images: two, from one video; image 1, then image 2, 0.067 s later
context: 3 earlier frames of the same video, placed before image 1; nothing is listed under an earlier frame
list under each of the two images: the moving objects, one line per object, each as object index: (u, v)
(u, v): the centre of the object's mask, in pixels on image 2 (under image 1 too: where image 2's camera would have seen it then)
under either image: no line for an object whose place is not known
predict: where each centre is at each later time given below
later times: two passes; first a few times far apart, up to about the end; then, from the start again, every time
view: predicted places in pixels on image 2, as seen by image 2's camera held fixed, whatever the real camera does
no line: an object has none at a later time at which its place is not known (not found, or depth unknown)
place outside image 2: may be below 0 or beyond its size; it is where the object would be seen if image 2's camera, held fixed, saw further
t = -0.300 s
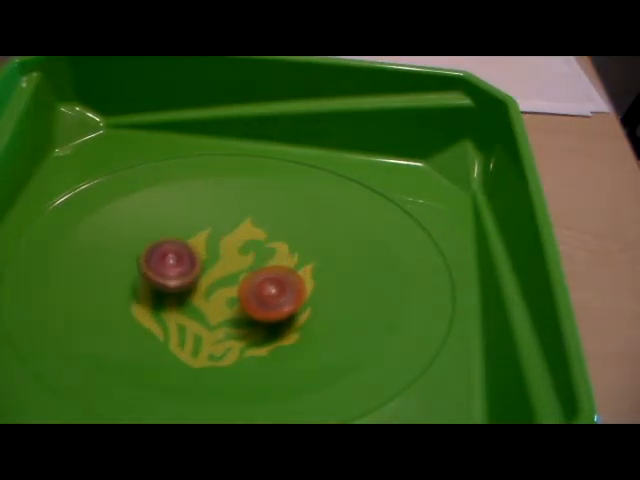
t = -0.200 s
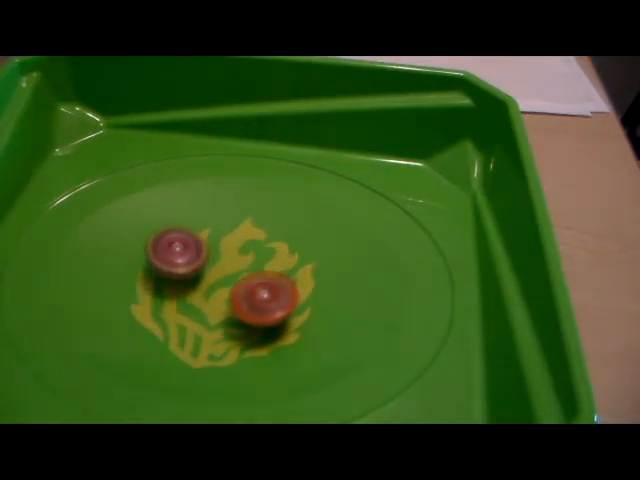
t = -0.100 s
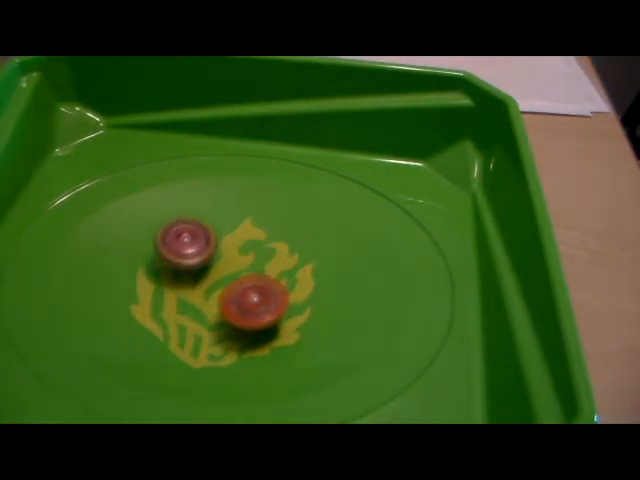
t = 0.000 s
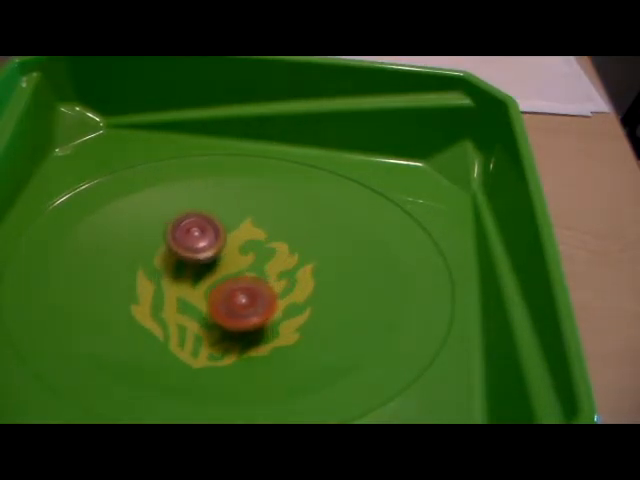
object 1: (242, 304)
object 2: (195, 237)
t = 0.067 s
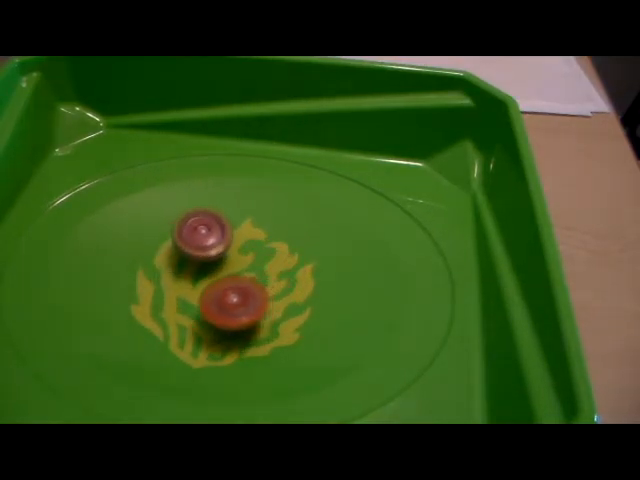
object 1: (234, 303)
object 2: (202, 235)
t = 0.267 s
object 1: (210, 295)
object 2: (226, 231)
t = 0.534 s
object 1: (192, 276)
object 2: (258, 239)
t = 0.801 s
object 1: (190, 253)
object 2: (276, 260)
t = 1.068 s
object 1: (205, 239)
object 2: (271, 288)
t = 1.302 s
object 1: (224, 235)
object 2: (244, 305)
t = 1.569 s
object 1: (246, 245)
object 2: (210, 306)
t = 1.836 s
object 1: (250, 265)
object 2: (177, 289)
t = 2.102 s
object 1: (254, 294)
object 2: (154, 261)
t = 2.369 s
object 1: (267, 312)
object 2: (163, 245)
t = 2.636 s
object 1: (258, 307)
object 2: (213, 239)
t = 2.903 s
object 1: (227, 290)
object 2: (269, 239)
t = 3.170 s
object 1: (199, 267)
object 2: (287, 255)
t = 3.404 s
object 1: (190, 245)
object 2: (277, 287)
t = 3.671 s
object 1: (195, 232)
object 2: (246, 319)
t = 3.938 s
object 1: (217, 237)
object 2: (186, 306)
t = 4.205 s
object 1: (235, 258)
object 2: (152, 283)
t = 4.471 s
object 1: (230, 284)
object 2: (165, 260)
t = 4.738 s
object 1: (205, 303)
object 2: (224, 230)
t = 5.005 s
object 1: (178, 303)
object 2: (254, 238)
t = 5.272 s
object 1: (175, 288)
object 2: (291, 266)
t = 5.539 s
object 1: (193, 267)
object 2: (266, 299)
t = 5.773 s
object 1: (220, 261)
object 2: (227, 319)
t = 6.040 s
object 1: (262, 250)
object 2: (181, 306)
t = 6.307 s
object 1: (284, 261)
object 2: (147, 261)
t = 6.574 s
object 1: (274, 279)
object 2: (171, 239)
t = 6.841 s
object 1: (242, 286)
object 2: (246, 232)
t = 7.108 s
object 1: (214, 271)
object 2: (287, 251)
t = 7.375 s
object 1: (209, 247)
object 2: (283, 294)
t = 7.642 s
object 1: (229, 233)
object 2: (232, 319)
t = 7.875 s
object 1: (251, 237)
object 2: (175, 300)
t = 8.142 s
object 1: (256, 256)
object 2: (151, 264)
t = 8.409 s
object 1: (235, 274)
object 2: (185, 239)
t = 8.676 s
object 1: (213, 295)
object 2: (231, 230)
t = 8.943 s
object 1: (183, 289)
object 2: (287, 260)
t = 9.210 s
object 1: (181, 268)
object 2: (282, 295)
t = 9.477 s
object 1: (202, 256)
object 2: (212, 316)
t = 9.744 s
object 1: (240, 255)
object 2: (157, 296)
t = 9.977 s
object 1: (260, 267)
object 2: (151, 260)
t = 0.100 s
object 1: (229, 302)
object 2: (206, 234)
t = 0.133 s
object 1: (225, 301)
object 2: (211, 233)
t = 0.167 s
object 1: (221, 300)
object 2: (214, 232)
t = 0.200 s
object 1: (217, 298)
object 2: (218, 231)
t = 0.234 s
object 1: (213, 297)
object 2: (222, 231)
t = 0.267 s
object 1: (210, 295)
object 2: (226, 231)
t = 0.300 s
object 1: (209, 293)
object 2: (233, 232)
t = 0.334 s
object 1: (205, 291)
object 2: (237, 231)
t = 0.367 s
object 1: (203, 289)
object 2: (241, 232)
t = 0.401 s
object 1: (200, 287)
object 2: (245, 233)
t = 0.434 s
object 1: (197, 284)
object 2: (248, 235)
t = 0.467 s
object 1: (194, 282)
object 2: (251, 236)
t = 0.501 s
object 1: (193, 279)
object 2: (254, 238)
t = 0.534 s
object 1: (192, 276)
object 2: (258, 239)
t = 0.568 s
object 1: (190, 273)
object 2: (262, 241)
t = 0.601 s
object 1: (188, 270)
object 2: (264, 243)
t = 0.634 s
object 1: (188, 267)
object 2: (267, 246)
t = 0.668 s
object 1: (188, 264)
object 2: (269, 248)
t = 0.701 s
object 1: (186, 261)
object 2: (270, 251)
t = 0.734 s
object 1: (187, 259)
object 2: (272, 254)
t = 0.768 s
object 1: (188, 256)
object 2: (275, 257)
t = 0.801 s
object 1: (190, 253)
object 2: (276, 260)
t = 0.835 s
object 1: (190, 251)
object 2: (277, 263)
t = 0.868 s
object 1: (190, 249)
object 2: (275, 267)
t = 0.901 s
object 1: (192, 247)
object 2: (276, 270)
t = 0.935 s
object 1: (194, 245)
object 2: (276, 274)
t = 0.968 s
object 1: (197, 243)
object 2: (275, 277)
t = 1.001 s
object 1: (198, 241)
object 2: (274, 281)
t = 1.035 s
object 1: (202, 240)
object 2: (272, 285)
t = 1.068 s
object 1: (205, 239)
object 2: (271, 288)
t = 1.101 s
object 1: (207, 238)
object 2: (268, 291)
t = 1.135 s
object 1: (209, 237)
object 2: (264, 294)
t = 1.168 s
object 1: (212, 236)
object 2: (260, 297)
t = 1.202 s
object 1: (215, 236)
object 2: (256, 300)
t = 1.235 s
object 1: (218, 235)
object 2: (253, 302)
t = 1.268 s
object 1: (221, 235)
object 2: (248, 304)
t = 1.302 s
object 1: (224, 235)
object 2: (244, 305)
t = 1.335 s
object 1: (227, 236)
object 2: (240, 307)
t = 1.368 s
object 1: (230, 237)
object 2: (234, 307)
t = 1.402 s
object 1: (234, 238)
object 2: (233, 308)
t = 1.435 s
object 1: (237, 239)
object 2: (229, 308)
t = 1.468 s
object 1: (240, 241)
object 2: (224, 309)
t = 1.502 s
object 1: (242, 242)
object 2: (220, 308)
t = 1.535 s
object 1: (244, 243)
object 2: (215, 307)
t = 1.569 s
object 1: (246, 245)
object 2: (210, 306)
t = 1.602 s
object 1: (247, 248)
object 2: (205, 306)
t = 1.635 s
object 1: (248, 251)
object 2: (201, 304)
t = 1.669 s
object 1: (249, 253)
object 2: (197, 302)
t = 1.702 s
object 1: (249, 254)
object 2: (192, 299)
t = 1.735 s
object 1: (250, 257)
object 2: (187, 297)
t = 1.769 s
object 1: (251, 260)
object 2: (183, 295)
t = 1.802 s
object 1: (250, 263)
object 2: (180, 292)
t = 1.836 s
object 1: (250, 265)
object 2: (177, 289)
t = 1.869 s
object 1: (248, 267)
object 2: (174, 285)
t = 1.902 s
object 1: (246, 270)
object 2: (171, 283)
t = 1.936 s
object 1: (243, 273)
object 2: (168, 281)
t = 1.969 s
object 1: (242, 275)
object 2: (168, 278)
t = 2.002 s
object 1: (239, 278)
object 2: (168, 276)
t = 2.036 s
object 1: (240, 281)
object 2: (171, 274)
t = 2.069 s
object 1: (248, 287)
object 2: (163, 267)
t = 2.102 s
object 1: (254, 294)
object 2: (154, 261)
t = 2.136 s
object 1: (259, 298)
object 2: (153, 257)
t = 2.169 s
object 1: (261, 302)
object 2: (153, 254)
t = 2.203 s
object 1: (263, 305)
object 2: (154, 252)
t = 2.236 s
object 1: (264, 307)
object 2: (155, 250)
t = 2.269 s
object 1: (265, 309)
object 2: (156, 249)
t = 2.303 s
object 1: (266, 310)
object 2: (158, 248)
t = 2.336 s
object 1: (267, 311)
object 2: (160, 246)
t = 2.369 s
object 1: (267, 312)
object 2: (163, 245)
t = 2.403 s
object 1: (267, 312)
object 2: (166, 245)
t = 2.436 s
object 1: (267, 312)
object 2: (170, 245)
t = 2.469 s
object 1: (268, 312)
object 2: (176, 244)
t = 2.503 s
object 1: (267, 312)
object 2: (180, 244)
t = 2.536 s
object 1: (262, 311)
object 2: (183, 243)
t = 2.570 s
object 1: (261, 310)
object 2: (191, 242)
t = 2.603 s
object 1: (259, 309)
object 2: (202, 241)
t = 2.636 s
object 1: (258, 307)
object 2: (213, 239)
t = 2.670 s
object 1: (254, 306)
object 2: (223, 238)
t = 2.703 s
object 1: (250, 305)
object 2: (234, 237)
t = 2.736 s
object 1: (246, 303)
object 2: (244, 236)
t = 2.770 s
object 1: (242, 301)
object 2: (253, 236)
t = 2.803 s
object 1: (239, 299)
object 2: (261, 237)
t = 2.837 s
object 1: (234, 296)
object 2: (264, 237)
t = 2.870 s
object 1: (230, 293)
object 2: (267, 238)
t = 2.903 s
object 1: (227, 290)
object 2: (269, 239)
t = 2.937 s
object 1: (225, 287)
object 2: (272, 240)
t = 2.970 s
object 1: (222, 284)
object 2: (272, 241)
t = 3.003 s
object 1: (217, 281)
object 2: (272, 244)
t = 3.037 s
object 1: (216, 278)
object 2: (273, 246)
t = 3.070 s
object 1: (213, 274)
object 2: (274, 248)
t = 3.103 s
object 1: (208, 272)
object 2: (283, 250)
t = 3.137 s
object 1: (202, 270)
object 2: (286, 253)
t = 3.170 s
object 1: (199, 267)
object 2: (287, 255)
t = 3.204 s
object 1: (197, 264)
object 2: (287, 258)
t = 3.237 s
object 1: (194, 261)
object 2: (287, 262)
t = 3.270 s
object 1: (192, 258)
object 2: (285, 265)
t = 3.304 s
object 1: (191, 254)
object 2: (284, 269)
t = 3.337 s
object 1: (190, 251)
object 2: (283, 274)
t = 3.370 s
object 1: (190, 248)
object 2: (281, 280)
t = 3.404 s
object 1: (190, 245)
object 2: (277, 287)
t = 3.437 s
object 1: (190, 242)
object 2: (273, 296)
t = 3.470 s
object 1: (190, 239)
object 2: (269, 303)
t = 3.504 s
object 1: (191, 237)
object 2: (264, 308)
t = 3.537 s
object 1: (192, 235)
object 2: (260, 312)
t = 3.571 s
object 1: (193, 234)
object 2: (257, 315)
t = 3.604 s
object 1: (193, 233)
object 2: (253, 317)
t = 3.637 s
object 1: (194, 232)
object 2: (250, 318)
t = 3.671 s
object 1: (195, 232)
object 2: (246, 319)
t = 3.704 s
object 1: (195, 232)
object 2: (241, 319)
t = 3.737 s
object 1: (197, 232)
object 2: (237, 319)
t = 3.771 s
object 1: (199, 233)
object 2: (232, 318)
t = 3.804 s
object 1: (202, 233)
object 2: (228, 317)
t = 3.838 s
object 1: (204, 233)
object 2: (221, 315)
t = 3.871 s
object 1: (210, 235)
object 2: (212, 313)
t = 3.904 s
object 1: (214, 236)
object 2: (199, 310)
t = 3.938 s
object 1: (217, 237)
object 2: (186, 306)
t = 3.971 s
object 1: (219, 239)
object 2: (177, 303)
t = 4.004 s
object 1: (222, 241)
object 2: (170, 300)
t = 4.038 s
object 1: (223, 243)
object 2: (162, 297)
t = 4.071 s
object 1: (228, 246)
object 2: (160, 294)
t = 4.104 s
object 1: (230, 249)
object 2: (156, 291)
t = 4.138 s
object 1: (232, 252)
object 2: (154, 288)
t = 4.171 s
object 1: (234, 255)
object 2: (152, 286)
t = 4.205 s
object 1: (235, 258)
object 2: (152, 283)
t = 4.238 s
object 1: (237, 261)
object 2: (151, 280)
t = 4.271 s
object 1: (237, 264)
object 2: (152, 277)
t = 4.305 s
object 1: (237, 267)
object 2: (152, 275)
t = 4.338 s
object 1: (237, 270)
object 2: (154, 272)
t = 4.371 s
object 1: (236, 274)
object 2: (156, 269)
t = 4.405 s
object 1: (235, 277)
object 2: (158, 266)
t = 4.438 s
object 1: (232, 281)
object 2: (161, 263)
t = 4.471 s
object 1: (230, 284)
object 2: (165, 260)
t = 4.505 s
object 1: (226, 287)
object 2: (169, 257)
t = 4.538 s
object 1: (224, 290)
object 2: (175, 254)
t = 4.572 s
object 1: (222, 293)
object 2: (184, 249)
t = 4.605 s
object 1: (220, 295)
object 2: (193, 244)
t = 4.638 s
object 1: (216, 298)
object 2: (202, 238)
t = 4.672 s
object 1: (214, 299)
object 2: (211, 234)
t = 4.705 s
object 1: (209, 301)
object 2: (219, 231)
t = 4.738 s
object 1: (205, 303)
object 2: (224, 230)
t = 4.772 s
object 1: (201, 303)
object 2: (227, 229)
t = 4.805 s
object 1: (196, 304)
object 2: (230, 229)
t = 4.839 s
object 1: (193, 305)
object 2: (232, 229)
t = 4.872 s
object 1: (188, 305)
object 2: (234, 230)
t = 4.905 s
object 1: (185, 305)
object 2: (236, 231)
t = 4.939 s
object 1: (181, 304)
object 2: (239, 232)
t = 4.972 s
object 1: (179, 304)
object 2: (247, 235)
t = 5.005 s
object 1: (178, 303)
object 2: (254, 238)
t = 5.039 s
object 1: (176, 302)
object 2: (262, 243)
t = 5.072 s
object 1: (175, 301)
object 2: (271, 248)
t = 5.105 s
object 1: (173, 299)
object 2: (279, 251)
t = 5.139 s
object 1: (173, 297)
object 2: (283, 255)
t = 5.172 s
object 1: (174, 295)
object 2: (287, 258)
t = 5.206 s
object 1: (174, 293)
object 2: (289, 260)
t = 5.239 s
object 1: (174, 291)
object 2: (290, 263)
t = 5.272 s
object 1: (175, 288)
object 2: (291, 266)
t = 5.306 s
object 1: (176, 285)
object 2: (291, 269)
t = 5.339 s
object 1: (177, 282)
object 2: (290, 272)
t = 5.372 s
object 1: (179, 278)
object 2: (289, 275)
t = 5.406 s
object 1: (182, 275)
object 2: (287, 278)
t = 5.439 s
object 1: (184, 273)
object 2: (285, 282)
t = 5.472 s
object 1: (187, 271)
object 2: (280, 286)
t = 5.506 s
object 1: (190, 269)
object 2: (274, 291)
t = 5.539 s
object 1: (193, 267)
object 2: (266, 299)
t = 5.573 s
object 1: (196, 266)
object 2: (257, 306)
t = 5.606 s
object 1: (200, 264)
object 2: (248, 313)
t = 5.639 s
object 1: (205, 263)
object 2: (242, 316)
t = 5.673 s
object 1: (209, 262)
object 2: (237, 318)
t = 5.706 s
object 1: (213, 261)
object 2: (234, 319)
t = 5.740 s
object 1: (217, 260)
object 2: (231, 319)
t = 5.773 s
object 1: (220, 261)
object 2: (227, 319)
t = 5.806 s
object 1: (225, 261)
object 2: (225, 319)
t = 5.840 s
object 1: (229, 261)
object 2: (222, 318)
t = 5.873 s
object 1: (236, 258)
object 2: (215, 320)
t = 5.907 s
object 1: (243, 253)
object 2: (207, 320)
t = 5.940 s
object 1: (250, 251)
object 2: (200, 318)
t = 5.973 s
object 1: (254, 250)
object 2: (194, 315)
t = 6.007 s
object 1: (258, 250)
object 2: (189, 311)
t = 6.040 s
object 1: (262, 250)
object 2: (181, 306)
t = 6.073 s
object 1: (266, 250)
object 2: (174, 302)
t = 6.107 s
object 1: (270, 251)
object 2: (167, 296)
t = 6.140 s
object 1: (273, 252)
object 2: (161, 290)
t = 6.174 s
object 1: (276, 254)
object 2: (156, 283)
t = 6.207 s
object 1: (279, 256)
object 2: (152, 278)
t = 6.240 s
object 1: (281, 257)
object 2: (149, 272)
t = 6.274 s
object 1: (283, 259)
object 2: (147, 267)
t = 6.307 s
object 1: (284, 261)
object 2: (147, 261)
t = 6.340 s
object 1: (284, 263)
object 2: (147, 257)
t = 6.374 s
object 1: (285, 265)
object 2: (148, 254)
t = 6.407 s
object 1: (284, 267)
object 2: (150, 252)
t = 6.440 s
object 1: (283, 269)
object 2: (153, 248)
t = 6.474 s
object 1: (281, 272)
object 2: (156, 245)
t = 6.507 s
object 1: (280, 274)
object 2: (161, 243)
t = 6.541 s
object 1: (277, 277)
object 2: (166, 241)
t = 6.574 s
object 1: (274, 279)
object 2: (171, 239)
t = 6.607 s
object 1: (270, 281)
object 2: (178, 238)
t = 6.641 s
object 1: (267, 283)
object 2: (184, 237)
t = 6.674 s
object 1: (263, 284)
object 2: (193, 236)
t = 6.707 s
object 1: (259, 285)
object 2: (201, 234)
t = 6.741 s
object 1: (255, 286)
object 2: (211, 234)
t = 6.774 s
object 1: (251, 286)
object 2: (222, 233)
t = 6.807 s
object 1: (246, 286)
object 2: (235, 233)
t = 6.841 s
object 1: (242, 286)
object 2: (246, 232)
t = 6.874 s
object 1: (238, 284)
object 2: (256, 233)
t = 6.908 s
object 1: (234, 283)
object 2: (262, 234)
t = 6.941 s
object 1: (230, 282)
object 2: (267, 235)
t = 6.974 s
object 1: (226, 281)
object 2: (272, 238)
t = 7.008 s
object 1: (223, 279)
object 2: (276, 240)
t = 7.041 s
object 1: (220, 276)
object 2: (281, 244)
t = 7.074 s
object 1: (217, 274)
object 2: (284, 247)
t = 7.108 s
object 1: (214, 271)
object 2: (287, 251)
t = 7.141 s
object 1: (212, 268)
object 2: (289, 256)
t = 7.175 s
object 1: (211, 265)
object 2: (291, 261)
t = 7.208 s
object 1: (210, 262)
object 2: (292, 266)
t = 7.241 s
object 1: (209, 259)
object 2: (292, 271)
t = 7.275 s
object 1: (208, 256)
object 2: (290, 277)
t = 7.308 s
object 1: (207, 253)
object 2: (288, 282)
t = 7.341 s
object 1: (208, 250)
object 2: (286, 288)
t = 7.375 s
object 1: (209, 247)
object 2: (283, 294)
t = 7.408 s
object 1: (211, 245)
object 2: (279, 300)
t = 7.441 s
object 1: (213, 243)
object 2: (273, 305)
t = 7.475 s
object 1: (215, 240)
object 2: (266, 309)
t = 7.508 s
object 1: (217, 238)
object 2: (260, 313)
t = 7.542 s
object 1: (220, 237)
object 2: (253, 316)
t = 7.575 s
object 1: (223, 235)
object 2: (246, 318)
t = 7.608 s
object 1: (226, 234)
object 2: (239, 319)
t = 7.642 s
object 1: (229, 233)
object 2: (232, 319)
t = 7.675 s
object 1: (232, 233)
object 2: (226, 318)
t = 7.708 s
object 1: (236, 233)
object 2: (220, 317)
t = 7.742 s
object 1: (240, 233)
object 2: (211, 315)
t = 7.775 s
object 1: (243, 233)
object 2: (201, 312)
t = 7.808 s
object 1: (246, 235)
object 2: (190, 309)
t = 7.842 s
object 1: (249, 236)
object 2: (182, 305)
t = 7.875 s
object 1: (251, 237)
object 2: (175, 300)
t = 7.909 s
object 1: (253, 239)
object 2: (168, 297)
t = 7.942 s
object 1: (254, 241)
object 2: (161, 292)
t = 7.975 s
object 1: (256, 243)
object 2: (157, 286)
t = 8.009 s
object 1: (256, 246)
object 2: (154, 282)
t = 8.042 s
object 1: (258, 248)
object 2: (152, 277)
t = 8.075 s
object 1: (258, 251)
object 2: (151, 272)
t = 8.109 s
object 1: (257, 253)
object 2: (151, 268)
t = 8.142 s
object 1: (256, 256)
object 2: (151, 264)
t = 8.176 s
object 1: (255, 259)
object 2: (152, 260)
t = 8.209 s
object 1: (253, 262)
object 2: (156, 256)
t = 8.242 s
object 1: (250, 264)
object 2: (158, 252)
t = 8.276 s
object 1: (248, 266)
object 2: (161, 250)
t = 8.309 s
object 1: (243, 268)
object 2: (165, 247)
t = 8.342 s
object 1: (242, 271)
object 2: (173, 244)
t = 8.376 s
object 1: (239, 273)
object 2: (179, 242)
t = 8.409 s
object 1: (235, 274)
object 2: (185, 239)
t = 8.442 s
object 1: (233, 277)
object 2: (192, 235)
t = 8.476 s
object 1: (231, 284)
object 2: (197, 232)
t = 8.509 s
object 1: (229, 288)
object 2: (203, 229)
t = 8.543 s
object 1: (225, 290)
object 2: (207, 228)
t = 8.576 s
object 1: (222, 292)
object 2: (213, 227)
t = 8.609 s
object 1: (219, 294)
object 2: (219, 227)
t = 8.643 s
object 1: (216, 295)
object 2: (226, 228)
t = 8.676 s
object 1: (213, 295)
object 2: (231, 230)
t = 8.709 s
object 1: (208, 295)
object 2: (238, 232)
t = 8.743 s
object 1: (204, 296)
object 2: (246, 235)
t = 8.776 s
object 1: (201, 296)
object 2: (255, 238)
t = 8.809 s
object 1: (197, 295)
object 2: (265, 243)
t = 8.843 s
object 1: (193, 294)
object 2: (273, 248)
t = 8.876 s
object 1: (187, 293)
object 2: (277, 253)
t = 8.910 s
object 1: (185, 291)
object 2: (283, 256)
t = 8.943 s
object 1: (183, 289)
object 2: (287, 260)
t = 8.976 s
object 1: (181, 286)
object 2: (290, 264)
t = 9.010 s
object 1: (179, 284)
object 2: (292, 268)
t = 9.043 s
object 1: (178, 282)
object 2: (294, 272)
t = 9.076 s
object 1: (178, 278)
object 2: (294, 276)
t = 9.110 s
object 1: (177, 276)
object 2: (292, 282)
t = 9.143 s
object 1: (177, 273)
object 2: (289, 286)
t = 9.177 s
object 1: (178, 271)
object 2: (285, 291)
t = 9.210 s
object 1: (181, 268)
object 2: (282, 295)
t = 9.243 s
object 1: (183, 266)
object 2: (276, 300)
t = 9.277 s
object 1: (184, 264)
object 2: (270, 303)
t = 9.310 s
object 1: (186, 262)
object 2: (262, 306)
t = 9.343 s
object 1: (190, 261)
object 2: (254, 310)
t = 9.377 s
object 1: (193, 259)
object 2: (243, 313)
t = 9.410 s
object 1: (195, 257)
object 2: (232, 315)
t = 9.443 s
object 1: (199, 257)
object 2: (222, 316)
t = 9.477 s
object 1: (202, 256)
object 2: (212, 316)
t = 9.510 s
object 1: (206, 255)
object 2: (206, 316)
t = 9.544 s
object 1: (208, 255)
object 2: (199, 314)
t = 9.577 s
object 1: (212, 256)
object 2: (194, 312)
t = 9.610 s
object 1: (216, 257)
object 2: (187, 309)
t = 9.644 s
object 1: (223, 255)
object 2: (177, 307)
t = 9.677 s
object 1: (231, 254)
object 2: (170, 304)
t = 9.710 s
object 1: (237, 254)
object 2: (164, 301)
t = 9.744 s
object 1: (240, 255)
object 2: (157, 296)
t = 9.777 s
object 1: (245, 255)
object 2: (154, 292)
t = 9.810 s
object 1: (249, 256)
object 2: (150, 287)
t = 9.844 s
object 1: (252, 258)
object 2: (148, 282)
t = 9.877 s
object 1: (255, 260)
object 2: (146, 277)
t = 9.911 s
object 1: (257, 262)
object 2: (147, 272)
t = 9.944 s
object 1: (259, 264)
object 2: (148, 266)
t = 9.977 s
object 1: (260, 267)
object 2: (151, 260)
